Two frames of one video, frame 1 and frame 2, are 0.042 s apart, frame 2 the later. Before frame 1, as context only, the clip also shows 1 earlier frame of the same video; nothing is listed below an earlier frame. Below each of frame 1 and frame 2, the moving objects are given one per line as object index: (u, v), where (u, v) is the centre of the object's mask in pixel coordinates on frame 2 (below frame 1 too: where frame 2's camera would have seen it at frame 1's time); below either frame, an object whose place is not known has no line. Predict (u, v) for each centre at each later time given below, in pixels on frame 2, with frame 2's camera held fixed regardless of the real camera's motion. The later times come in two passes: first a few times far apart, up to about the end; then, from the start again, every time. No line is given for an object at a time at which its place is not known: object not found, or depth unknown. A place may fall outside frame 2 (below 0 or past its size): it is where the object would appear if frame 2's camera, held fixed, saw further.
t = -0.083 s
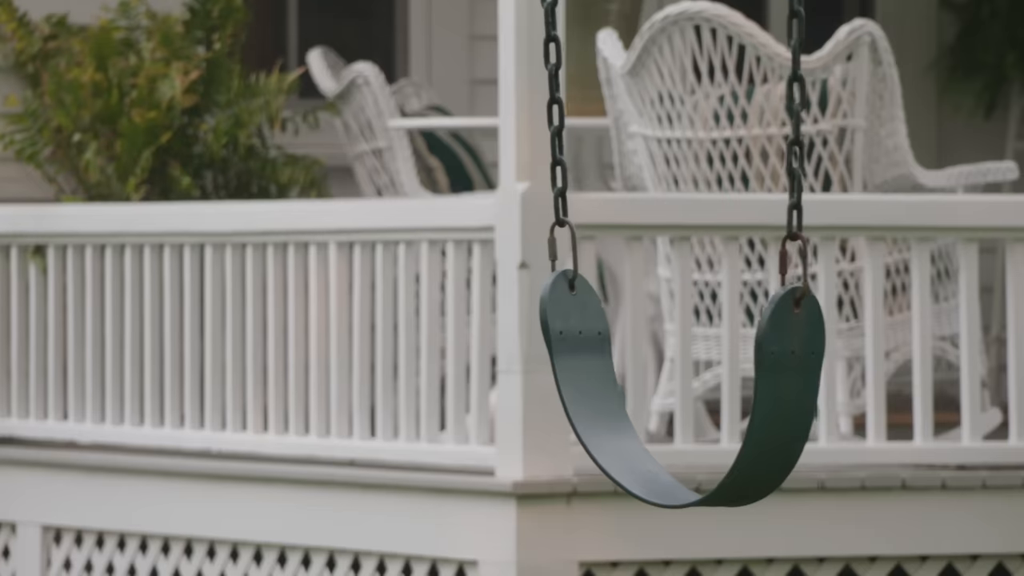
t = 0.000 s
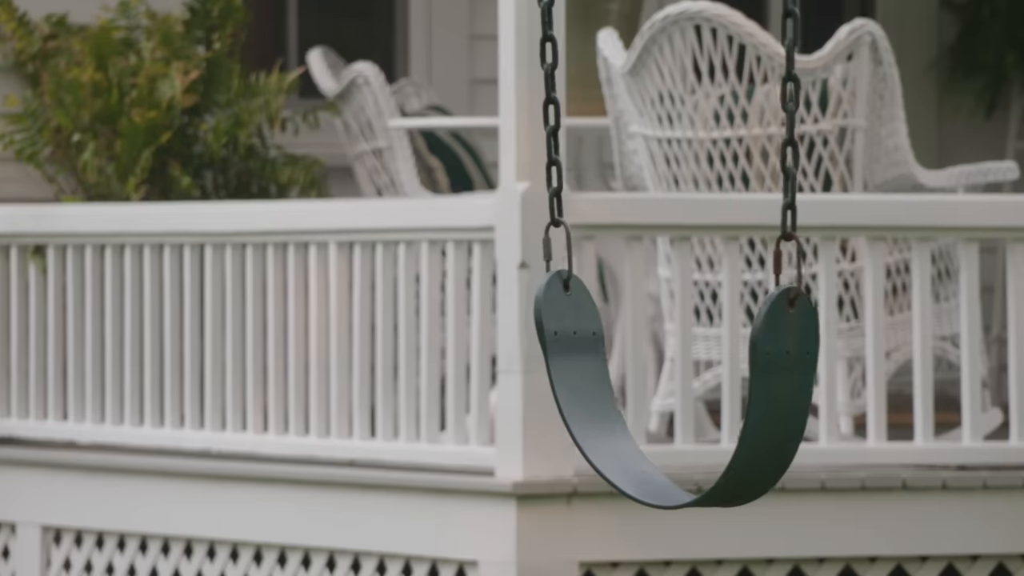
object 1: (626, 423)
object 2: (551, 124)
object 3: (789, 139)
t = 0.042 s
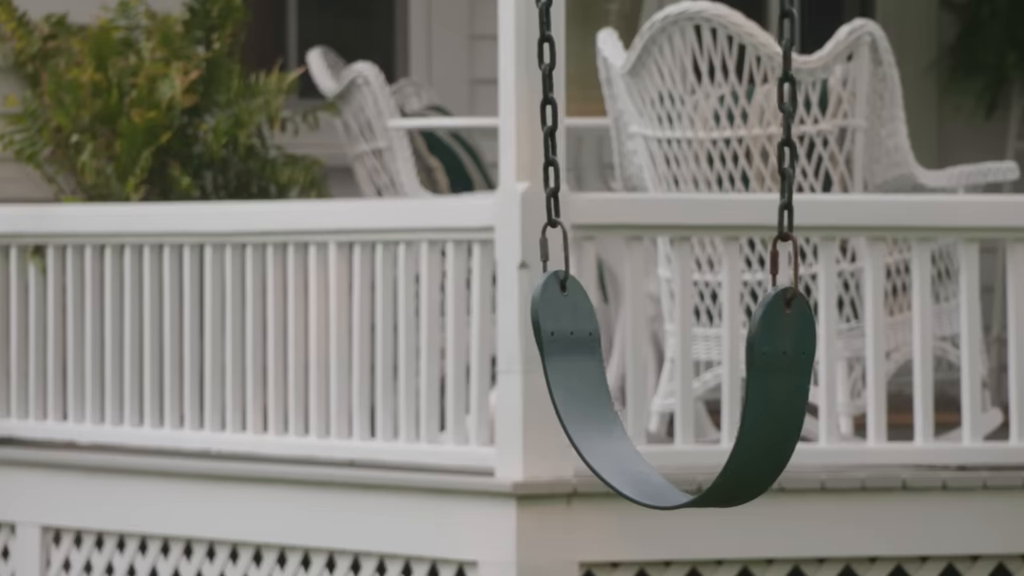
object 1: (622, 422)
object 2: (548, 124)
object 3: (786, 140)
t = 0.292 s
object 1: (600, 417)
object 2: (534, 127)
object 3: (769, 140)
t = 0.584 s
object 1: (590, 416)
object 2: (524, 128)
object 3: (755, 144)
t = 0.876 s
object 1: (586, 420)
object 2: (517, 129)
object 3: (746, 143)
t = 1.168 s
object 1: (579, 414)
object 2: (509, 130)
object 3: (740, 145)
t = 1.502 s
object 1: (569, 418)
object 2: (499, 132)
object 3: (731, 145)
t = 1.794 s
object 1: (562, 420)
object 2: (491, 131)
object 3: (728, 144)
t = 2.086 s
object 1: (561, 413)
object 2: (493, 131)
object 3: (730, 145)
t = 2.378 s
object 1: (576, 411)
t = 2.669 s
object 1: (598, 421)
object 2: (525, 134)
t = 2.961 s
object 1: (611, 423)
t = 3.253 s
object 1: (613, 422)
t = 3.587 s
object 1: (615, 424)
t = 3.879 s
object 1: (612, 416)
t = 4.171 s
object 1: (620, 425)
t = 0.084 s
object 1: (623, 430)
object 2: (546, 124)
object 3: (783, 140)
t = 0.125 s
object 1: (617, 425)
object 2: (543, 125)
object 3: (780, 139)
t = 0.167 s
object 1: (607, 414)
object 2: (541, 125)
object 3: (777, 141)
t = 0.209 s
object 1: (608, 423)
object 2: (538, 127)
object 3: (774, 141)
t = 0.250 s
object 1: (604, 420)
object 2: (536, 125)
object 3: (771, 141)
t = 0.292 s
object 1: (600, 417)
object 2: (534, 127)
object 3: (769, 140)
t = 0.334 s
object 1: (600, 421)
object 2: (532, 127)
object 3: (766, 141)
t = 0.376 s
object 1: (598, 421)
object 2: (530, 127)
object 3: (764, 141)
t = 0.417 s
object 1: (597, 420)
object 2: (529, 127)
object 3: (761, 142)
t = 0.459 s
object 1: (595, 419)
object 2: (528, 127)
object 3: (759, 142)
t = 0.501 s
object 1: (595, 420)
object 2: (527, 116)
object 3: (758, 144)
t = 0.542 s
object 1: (592, 416)
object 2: (525, 128)
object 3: (756, 142)
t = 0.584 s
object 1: (590, 416)
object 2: (524, 128)
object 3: (755, 144)
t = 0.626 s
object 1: (590, 416)
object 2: (523, 127)
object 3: (753, 143)
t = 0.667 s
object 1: (588, 416)
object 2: (522, 128)
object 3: (752, 144)
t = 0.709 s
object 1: (589, 419)
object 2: (521, 128)
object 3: (751, 142)
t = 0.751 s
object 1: (586, 414)
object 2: (520, 129)
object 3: (749, 141)
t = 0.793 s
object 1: (588, 422)
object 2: (519, 129)
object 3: (748, 141)
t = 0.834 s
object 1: (588, 422)
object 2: (518, 129)
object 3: (747, 144)
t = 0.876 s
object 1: (586, 420)
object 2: (517, 129)
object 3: (746, 143)
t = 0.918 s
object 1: (587, 423)
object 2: (516, 129)
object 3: (745, 141)
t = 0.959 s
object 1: (584, 419)
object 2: (515, 129)
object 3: (744, 142)
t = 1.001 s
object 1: (586, 424)
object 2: (514, 129)
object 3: (743, 143)
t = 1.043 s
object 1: (585, 423)
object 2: (513, 129)
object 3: (742, 143)
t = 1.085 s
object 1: (584, 424)
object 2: (512, 130)
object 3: (742, 143)
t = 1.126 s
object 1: (584, 424)
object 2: (511, 130)
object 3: (741, 144)
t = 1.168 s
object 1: (579, 414)
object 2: (509, 130)
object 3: (740, 145)
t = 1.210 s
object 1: (581, 422)
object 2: (508, 131)
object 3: (739, 144)
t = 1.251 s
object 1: (577, 416)
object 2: (507, 131)
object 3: (738, 145)
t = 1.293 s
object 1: (577, 416)
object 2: (506, 132)
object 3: (737, 145)
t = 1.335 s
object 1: (577, 423)
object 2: (505, 132)
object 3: (736, 145)
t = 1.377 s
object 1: (577, 424)
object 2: (503, 132)
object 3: (734, 144)
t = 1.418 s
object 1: (572, 419)
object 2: (502, 132)
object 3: (733, 145)
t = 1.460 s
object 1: (572, 419)
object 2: (500, 131)
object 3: (732, 145)
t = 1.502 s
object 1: (569, 418)
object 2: (499, 132)
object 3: (731, 145)
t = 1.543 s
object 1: (570, 423)
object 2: (497, 130)
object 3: (730, 144)
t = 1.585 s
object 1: (568, 424)
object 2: (496, 131)
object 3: (729, 143)
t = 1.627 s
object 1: (568, 425)
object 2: (495, 131)
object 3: (729, 143)
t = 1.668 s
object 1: (563, 417)
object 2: (493, 131)
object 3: (728, 143)
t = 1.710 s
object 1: (563, 419)
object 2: (492, 131)
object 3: (728, 143)
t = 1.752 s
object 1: (563, 420)
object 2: (491, 131)
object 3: (728, 144)
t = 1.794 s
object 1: (562, 420)
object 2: (491, 131)
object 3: (728, 144)
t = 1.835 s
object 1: (562, 420)
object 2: (490, 131)
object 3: (729, 144)
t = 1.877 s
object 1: (563, 422)
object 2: (490, 131)
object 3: (729, 144)
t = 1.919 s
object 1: (562, 423)
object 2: (490, 131)
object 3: (729, 144)
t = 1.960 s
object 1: (562, 422)
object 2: (491, 131)
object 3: (729, 144)
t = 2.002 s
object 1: (562, 422)
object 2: (492, 131)
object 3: (729, 145)
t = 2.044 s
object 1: (561, 416)
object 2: (492, 131)
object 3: (730, 145)
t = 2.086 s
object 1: (561, 413)
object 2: (493, 131)
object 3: (730, 145)
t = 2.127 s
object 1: (562, 413)
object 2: (495, 131)
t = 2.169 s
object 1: (564, 412)
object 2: (496, 131)
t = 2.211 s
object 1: (569, 419)
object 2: (498, 132)
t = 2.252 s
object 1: (572, 418)
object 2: (500, 132)
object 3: (734, 144)
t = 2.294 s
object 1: (576, 423)
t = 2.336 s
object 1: (574, 412)
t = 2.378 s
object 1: (576, 411)
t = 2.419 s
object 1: (583, 418)
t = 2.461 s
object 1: (584, 414)
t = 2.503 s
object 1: (586, 412)
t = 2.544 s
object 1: (588, 413)
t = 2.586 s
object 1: (590, 413)
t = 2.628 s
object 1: (594, 418)
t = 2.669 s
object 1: (598, 421)
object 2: (525, 134)
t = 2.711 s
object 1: (598, 418)
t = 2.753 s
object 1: (601, 420)
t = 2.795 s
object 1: (602, 419)
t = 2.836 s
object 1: (606, 423)
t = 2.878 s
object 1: (606, 419)
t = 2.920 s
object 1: (610, 424)
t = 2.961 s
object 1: (611, 423)
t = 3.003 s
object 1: (610, 418)
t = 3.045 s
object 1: (614, 427)
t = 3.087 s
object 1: (613, 424)
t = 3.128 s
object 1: (614, 425)
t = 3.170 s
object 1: (613, 423)
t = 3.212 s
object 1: (613, 423)
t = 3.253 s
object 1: (613, 422)
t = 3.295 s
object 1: (615, 426)
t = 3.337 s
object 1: (613, 422)
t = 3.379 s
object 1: (613, 422)
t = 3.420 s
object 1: (613, 422)
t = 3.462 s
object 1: (613, 422)
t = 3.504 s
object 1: (613, 422)
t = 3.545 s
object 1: (613, 421)
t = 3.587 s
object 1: (615, 424)
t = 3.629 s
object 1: (615, 424)
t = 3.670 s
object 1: (615, 424)
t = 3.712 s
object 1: (612, 419)
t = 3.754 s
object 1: (614, 421)
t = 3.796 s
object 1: (613, 419)
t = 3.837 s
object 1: (613, 419)
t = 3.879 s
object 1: (612, 416)
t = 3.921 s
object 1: (612, 416)
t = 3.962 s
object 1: (619, 429)
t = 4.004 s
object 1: (612, 415)
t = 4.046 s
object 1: (613, 415)
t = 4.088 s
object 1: (616, 421)
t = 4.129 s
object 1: (619, 424)
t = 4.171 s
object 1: (620, 425)
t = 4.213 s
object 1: (620, 423)
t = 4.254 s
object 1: (621, 422)
